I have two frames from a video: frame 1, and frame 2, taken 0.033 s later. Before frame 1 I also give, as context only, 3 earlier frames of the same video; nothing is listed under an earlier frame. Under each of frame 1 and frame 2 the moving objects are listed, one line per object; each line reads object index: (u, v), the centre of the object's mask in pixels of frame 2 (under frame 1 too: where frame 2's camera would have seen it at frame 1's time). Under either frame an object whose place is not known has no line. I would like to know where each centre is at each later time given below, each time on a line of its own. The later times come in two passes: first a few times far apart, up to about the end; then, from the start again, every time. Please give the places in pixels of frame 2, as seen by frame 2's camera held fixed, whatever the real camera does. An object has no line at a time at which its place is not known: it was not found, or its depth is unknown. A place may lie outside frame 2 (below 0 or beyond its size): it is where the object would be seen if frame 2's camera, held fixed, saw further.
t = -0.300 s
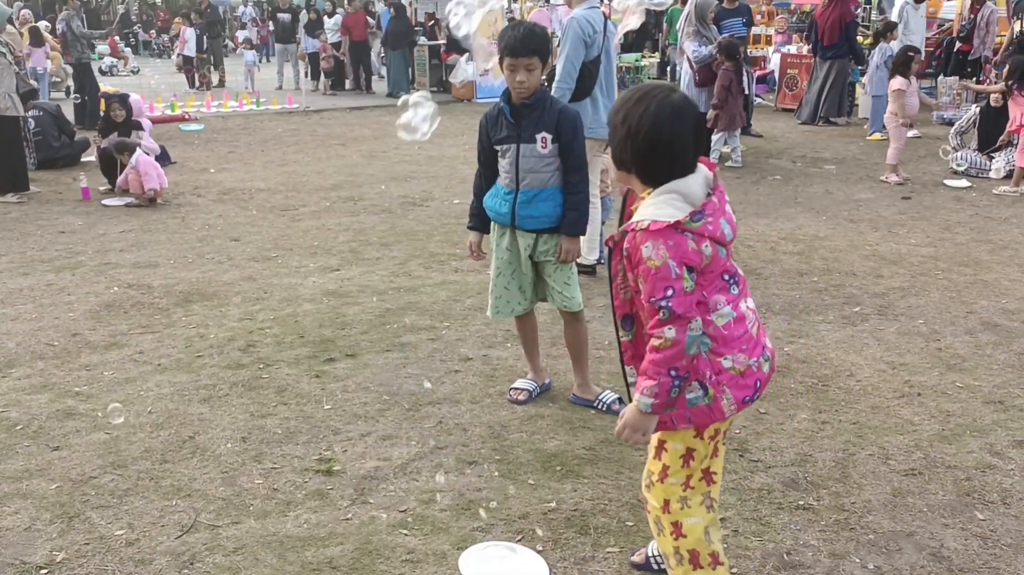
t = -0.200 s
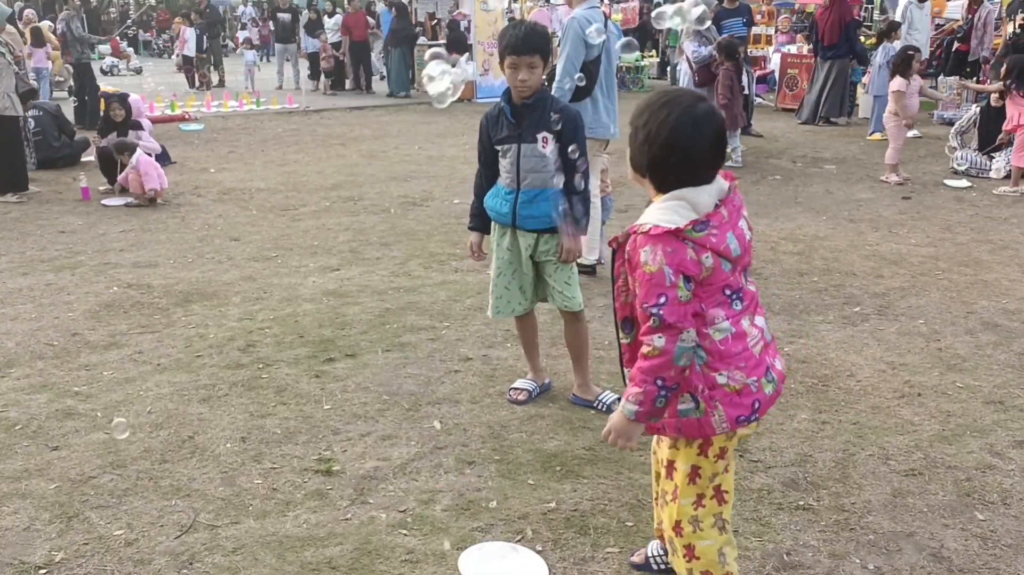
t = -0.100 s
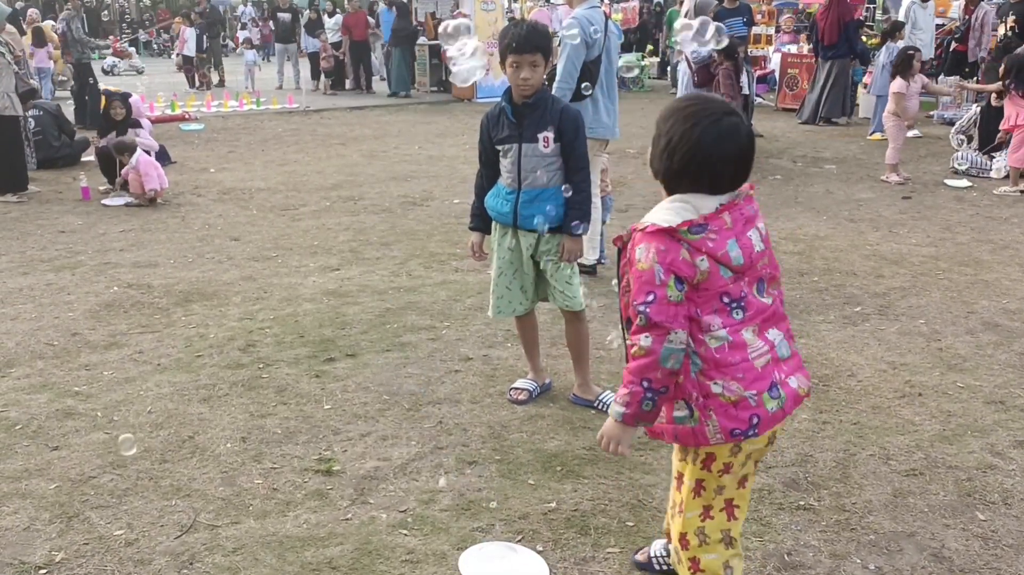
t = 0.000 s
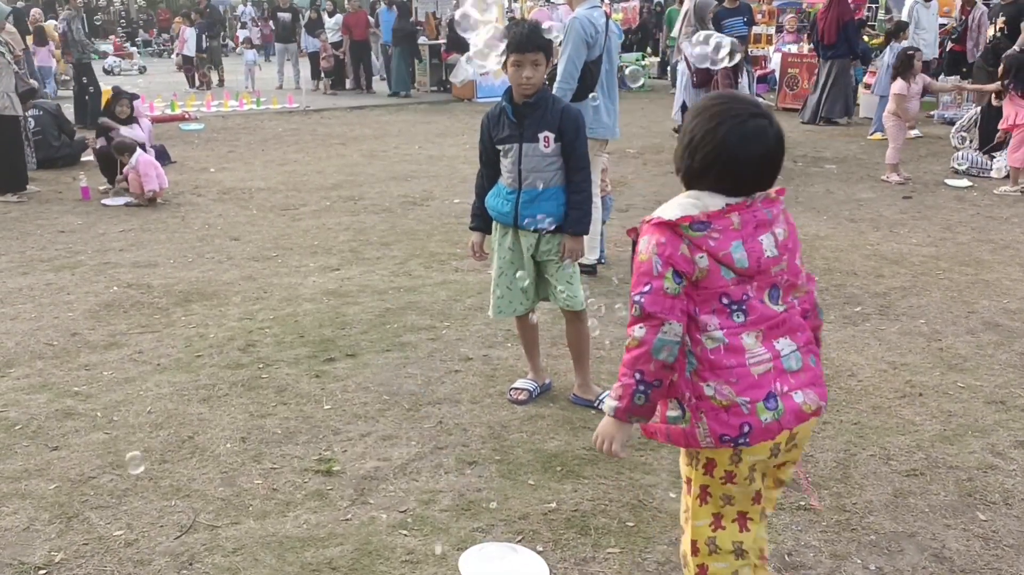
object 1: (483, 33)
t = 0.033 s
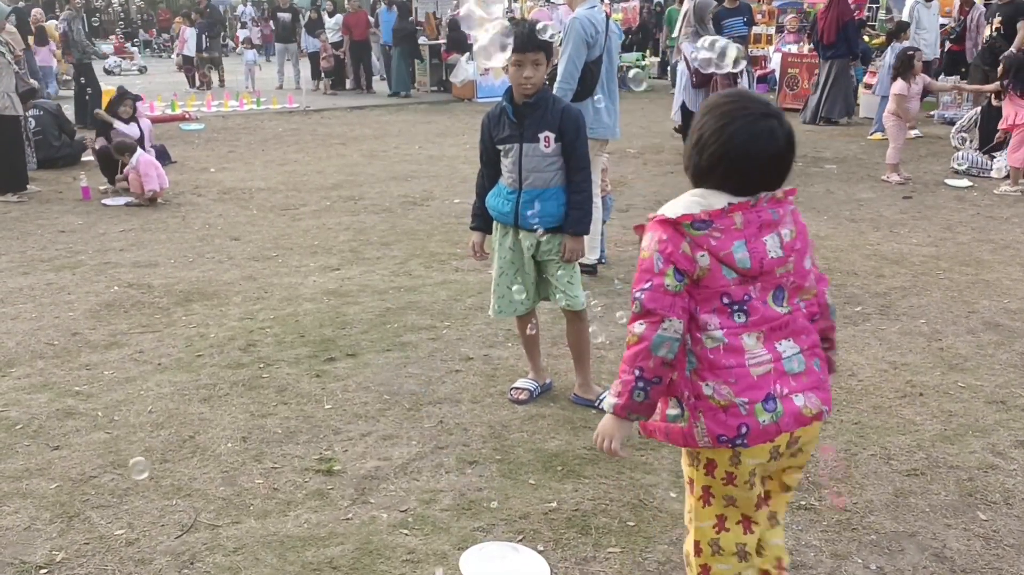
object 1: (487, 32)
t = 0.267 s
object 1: (526, 35)
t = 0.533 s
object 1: (575, 51)
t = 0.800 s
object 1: (646, 99)
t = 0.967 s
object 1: (705, 146)
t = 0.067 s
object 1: (493, 31)
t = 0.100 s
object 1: (505, 31)
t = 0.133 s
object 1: (508, 31)
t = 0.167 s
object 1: (515, 38)
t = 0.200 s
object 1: (516, 31)
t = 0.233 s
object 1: (520, 32)
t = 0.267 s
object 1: (526, 35)
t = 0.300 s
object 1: (530, 39)
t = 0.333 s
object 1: (536, 34)
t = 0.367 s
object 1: (540, 35)
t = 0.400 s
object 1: (546, 36)
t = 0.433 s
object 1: (553, 40)
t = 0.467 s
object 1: (560, 43)
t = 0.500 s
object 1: (568, 48)
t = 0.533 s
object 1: (575, 51)
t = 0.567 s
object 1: (583, 57)
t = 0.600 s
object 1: (590, 62)
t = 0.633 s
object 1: (598, 68)
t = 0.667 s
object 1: (609, 73)
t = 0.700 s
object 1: (617, 80)
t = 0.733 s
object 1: (628, 85)
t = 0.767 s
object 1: (635, 92)
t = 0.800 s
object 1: (646, 99)
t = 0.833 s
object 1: (657, 108)
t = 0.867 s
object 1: (669, 118)
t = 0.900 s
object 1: (681, 127)
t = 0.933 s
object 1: (693, 136)
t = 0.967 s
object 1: (705, 146)
